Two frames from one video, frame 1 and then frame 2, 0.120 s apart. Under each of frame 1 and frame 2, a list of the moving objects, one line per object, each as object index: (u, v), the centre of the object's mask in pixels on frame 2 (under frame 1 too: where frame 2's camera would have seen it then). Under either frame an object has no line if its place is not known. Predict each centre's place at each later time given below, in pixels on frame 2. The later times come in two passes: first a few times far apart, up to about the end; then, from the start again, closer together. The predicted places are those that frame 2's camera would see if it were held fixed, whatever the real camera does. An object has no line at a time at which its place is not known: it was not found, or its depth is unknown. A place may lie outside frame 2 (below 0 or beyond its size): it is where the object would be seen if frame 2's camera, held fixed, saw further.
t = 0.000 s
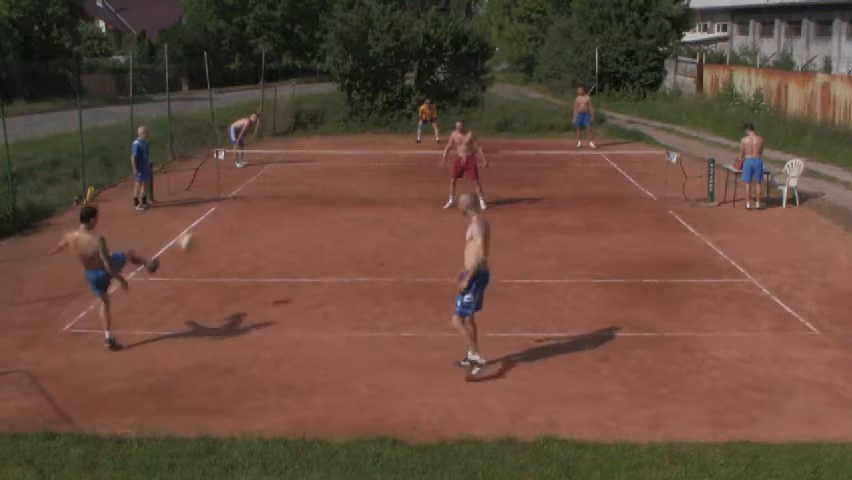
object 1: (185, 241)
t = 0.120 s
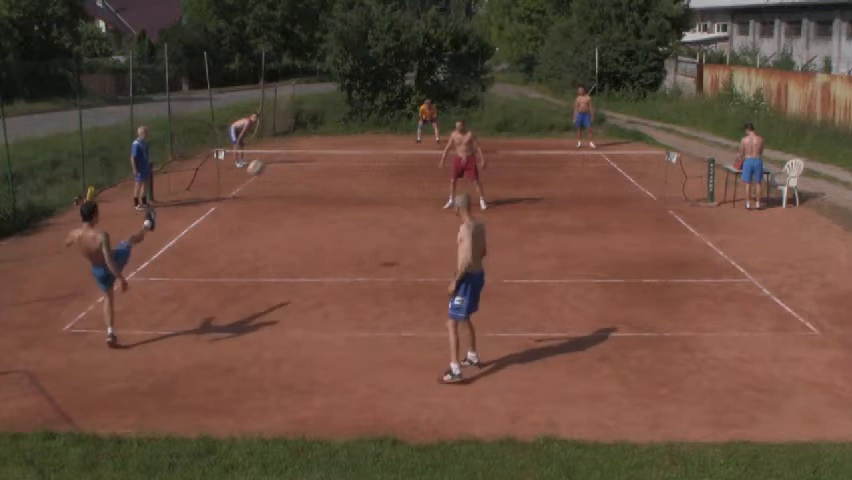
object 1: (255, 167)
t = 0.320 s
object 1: (346, 98)
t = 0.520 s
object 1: (416, 77)
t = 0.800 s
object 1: (487, 93)
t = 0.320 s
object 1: (346, 98)
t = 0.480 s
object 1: (405, 78)
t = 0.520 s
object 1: (416, 77)
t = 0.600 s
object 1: (439, 77)
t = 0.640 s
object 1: (450, 78)
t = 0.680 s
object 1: (461, 81)
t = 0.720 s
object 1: (470, 84)
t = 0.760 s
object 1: (478, 89)
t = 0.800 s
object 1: (487, 93)
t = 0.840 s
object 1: (495, 98)
